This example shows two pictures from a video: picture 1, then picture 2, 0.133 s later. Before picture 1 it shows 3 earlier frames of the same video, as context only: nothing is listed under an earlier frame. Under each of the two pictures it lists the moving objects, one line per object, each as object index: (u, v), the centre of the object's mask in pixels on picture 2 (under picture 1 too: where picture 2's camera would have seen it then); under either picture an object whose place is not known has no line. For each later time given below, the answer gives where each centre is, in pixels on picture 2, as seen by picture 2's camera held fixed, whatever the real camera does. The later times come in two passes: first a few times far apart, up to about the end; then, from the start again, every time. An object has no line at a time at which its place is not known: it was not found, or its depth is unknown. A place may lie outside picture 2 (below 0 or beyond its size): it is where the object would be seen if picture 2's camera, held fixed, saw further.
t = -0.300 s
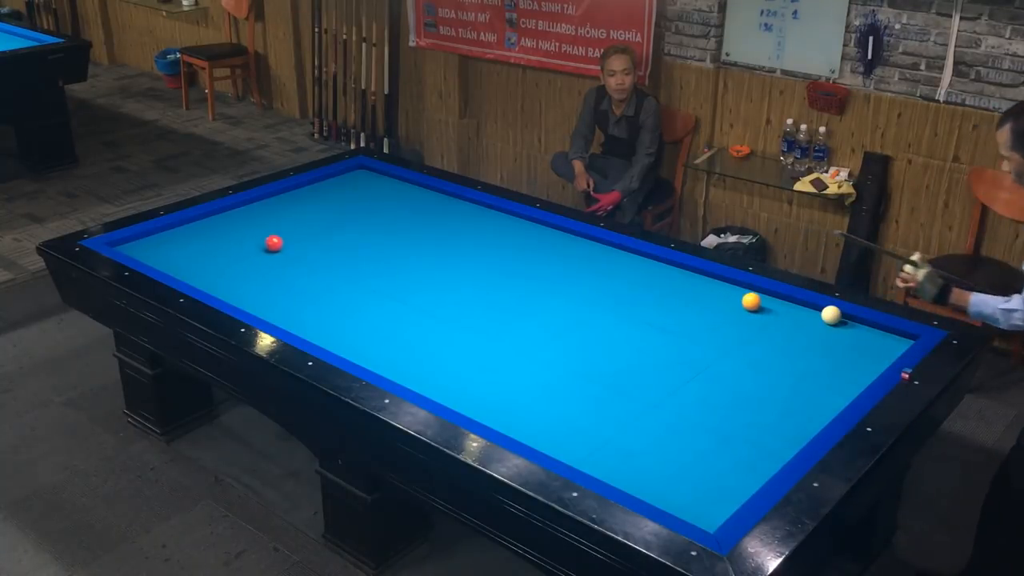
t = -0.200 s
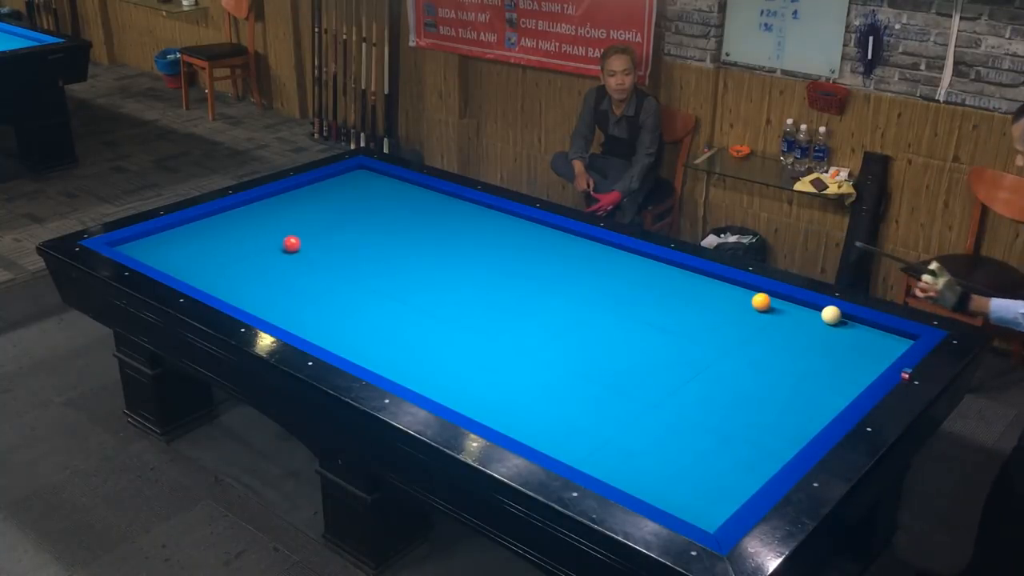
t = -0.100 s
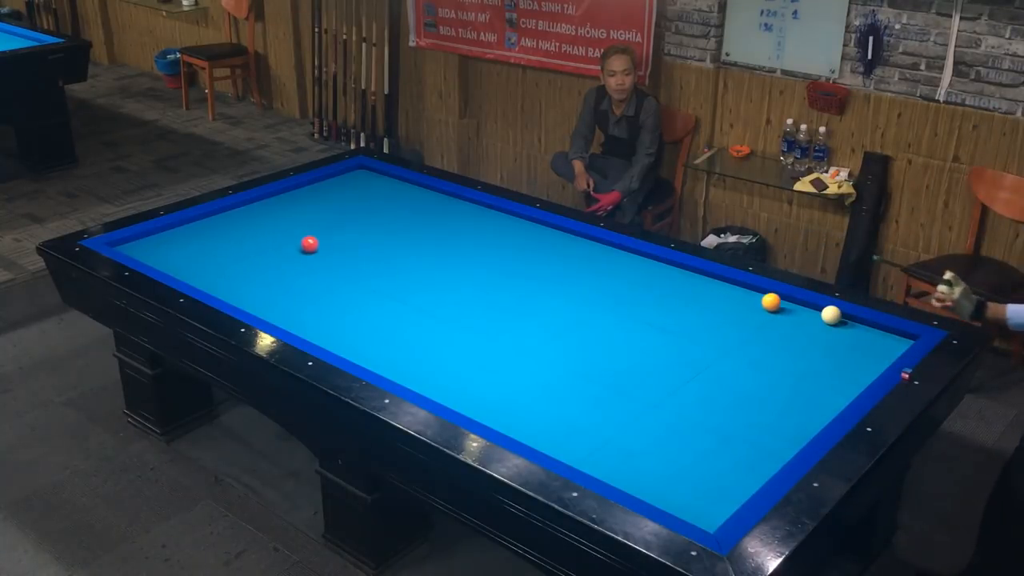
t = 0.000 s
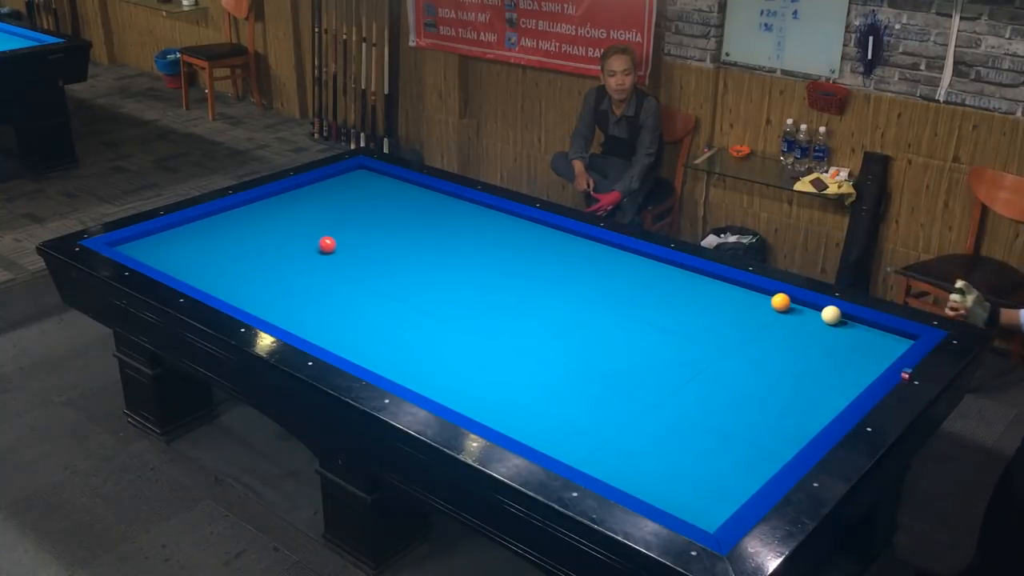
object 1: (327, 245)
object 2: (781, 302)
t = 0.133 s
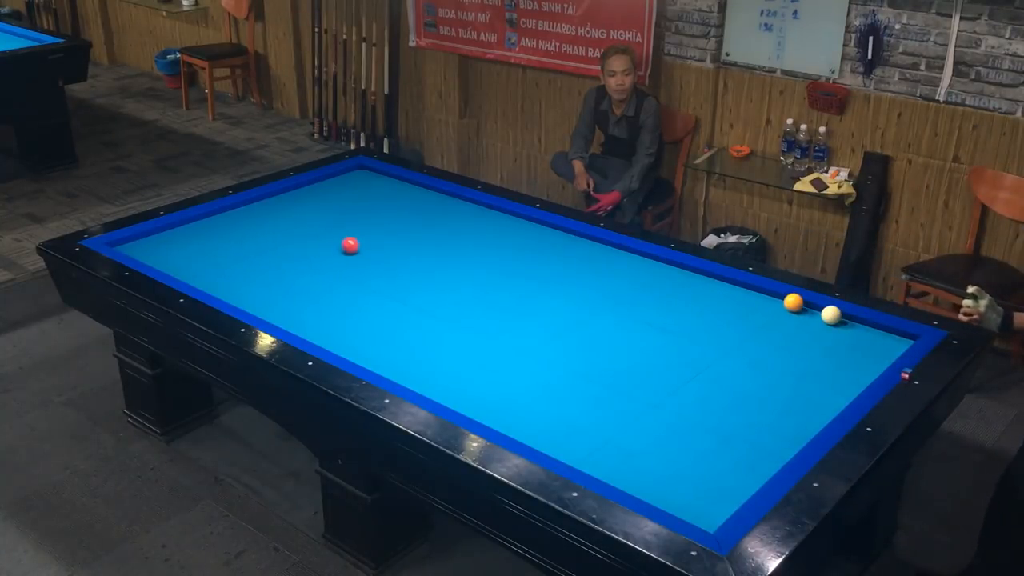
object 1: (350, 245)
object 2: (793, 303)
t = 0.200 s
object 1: (361, 246)
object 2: (796, 304)
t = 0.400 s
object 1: (396, 247)
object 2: (803, 309)
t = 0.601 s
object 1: (430, 248)
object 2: (810, 314)
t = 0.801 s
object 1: (463, 249)
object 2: (815, 318)
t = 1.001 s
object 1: (496, 249)
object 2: (819, 323)
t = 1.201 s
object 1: (529, 250)
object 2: (823, 327)
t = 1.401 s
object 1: (562, 251)
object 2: (827, 330)
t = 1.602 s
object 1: (594, 251)
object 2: (830, 334)
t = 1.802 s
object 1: (625, 252)
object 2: (833, 337)
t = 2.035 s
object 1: (642, 260)
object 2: (836, 340)
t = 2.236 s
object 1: (653, 269)
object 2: (838, 343)
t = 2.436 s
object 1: (664, 278)
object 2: (840, 345)
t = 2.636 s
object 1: (675, 286)
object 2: (842, 346)
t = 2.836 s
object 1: (686, 295)
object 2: (843, 347)
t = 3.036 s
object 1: (697, 304)
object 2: (844, 348)
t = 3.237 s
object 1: (708, 312)
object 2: (845, 349)
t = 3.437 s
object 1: (720, 321)
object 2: (845, 349)
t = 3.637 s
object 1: (731, 330)
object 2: (845, 349)
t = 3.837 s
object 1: (742, 339)
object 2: (845, 349)
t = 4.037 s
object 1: (753, 347)
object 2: (845, 349)
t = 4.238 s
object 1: (763, 356)
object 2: (845, 349)
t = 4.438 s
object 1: (774, 364)
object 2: (845, 349)
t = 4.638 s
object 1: (785, 373)
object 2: (845, 349)
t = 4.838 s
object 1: (796, 381)
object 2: (845, 349)
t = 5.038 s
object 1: (807, 388)
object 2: (845, 349)
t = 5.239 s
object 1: (818, 396)
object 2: (845, 349)
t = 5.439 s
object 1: (828, 404)
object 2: (845, 349)
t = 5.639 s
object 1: (829, 407)
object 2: (845, 349)
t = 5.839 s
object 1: (821, 406)
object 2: (845, 349)
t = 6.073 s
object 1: (812, 405)
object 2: (845, 348)
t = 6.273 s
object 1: (805, 404)
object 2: (845, 348)
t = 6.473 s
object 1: (798, 403)
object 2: (845, 348)
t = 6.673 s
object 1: (793, 403)
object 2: (845, 349)
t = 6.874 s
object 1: (788, 402)
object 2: (845, 349)
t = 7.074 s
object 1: (785, 402)
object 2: (845, 349)
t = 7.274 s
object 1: (782, 401)
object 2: (845, 349)
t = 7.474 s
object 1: (779, 401)
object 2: (845, 349)
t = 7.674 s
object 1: (778, 401)
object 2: (845, 349)
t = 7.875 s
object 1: (778, 401)
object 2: (845, 349)
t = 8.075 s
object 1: (778, 401)
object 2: (845, 349)
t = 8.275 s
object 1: (778, 401)
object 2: (845, 349)
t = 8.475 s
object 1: (778, 401)
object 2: (845, 349)
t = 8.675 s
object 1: (778, 401)
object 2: (845, 348)
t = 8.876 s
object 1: (778, 401)
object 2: (845, 349)
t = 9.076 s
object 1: (778, 401)
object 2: (845, 349)
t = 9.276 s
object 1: (778, 401)
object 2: (845, 349)
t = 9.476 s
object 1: (778, 401)
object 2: (845, 349)
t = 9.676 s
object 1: (778, 401)
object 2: (845, 349)
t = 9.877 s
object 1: (778, 401)
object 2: (845, 349)
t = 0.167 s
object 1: (356, 246)
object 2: (795, 303)
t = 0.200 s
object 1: (361, 246)
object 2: (796, 304)
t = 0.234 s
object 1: (367, 246)
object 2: (797, 305)
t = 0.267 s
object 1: (374, 246)
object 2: (798, 306)
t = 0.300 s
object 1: (379, 246)
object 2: (800, 306)
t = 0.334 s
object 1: (384, 247)
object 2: (801, 307)
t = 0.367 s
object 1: (390, 247)
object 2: (802, 308)
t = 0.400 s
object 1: (396, 247)
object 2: (803, 309)
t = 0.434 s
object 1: (401, 247)
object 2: (804, 310)
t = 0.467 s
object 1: (407, 247)
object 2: (805, 311)
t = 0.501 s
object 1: (413, 247)
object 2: (806, 311)
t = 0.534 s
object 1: (418, 248)
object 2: (807, 312)
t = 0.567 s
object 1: (424, 248)
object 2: (809, 313)
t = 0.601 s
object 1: (430, 248)
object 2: (810, 314)
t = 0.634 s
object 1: (435, 248)
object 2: (810, 314)
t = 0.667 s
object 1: (441, 248)
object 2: (812, 315)
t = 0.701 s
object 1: (447, 248)
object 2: (812, 316)
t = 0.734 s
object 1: (452, 248)
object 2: (813, 317)
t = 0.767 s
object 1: (458, 248)
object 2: (814, 318)
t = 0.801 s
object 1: (463, 249)
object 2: (815, 318)
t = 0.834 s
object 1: (469, 249)
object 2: (815, 319)
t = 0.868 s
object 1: (475, 249)
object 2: (816, 320)
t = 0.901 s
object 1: (480, 249)
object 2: (817, 321)
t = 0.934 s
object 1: (485, 249)
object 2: (818, 321)
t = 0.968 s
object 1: (491, 249)
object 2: (818, 322)
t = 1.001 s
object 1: (496, 249)
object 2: (819, 323)
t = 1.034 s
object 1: (502, 249)
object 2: (820, 323)
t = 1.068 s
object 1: (508, 249)
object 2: (820, 324)
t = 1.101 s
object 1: (513, 249)
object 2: (821, 325)
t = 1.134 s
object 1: (518, 250)
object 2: (821, 325)
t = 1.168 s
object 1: (524, 249)
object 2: (822, 326)
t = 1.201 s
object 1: (529, 250)
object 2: (823, 327)
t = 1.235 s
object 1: (535, 250)
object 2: (823, 327)
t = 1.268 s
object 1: (540, 250)
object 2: (824, 328)
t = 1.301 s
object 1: (546, 250)
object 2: (825, 329)
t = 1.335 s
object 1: (551, 250)
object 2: (826, 329)
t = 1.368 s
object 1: (556, 250)
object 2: (826, 330)
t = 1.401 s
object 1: (562, 251)
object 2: (827, 330)
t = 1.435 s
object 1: (567, 251)
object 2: (827, 331)
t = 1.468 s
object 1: (572, 251)
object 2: (828, 331)
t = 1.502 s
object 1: (578, 251)
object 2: (829, 332)
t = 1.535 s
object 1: (583, 251)
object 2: (829, 332)
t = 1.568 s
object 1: (588, 251)
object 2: (829, 333)
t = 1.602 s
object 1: (594, 251)
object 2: (830, 334)
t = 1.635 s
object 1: (599, 251)
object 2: (831, 334)
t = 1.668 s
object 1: (604, 252)
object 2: (831, 335)
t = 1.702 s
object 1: (609, 252)
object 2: (832, 335)
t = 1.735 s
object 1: (614, 252)
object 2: (832, 336)
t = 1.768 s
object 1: (619, 252)
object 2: (833, 336)
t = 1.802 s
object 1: (625, 252)
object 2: (833, 337)
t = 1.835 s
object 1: (630, 252)
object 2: (834, 337)
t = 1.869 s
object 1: (633, 253)
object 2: (834, 338)
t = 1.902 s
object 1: (635, 255)
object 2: (834, 338)
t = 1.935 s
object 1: (636, 256)
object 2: (835, 338)
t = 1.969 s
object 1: (638, 257)
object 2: (835, 339)
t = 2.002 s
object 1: (640, 259)
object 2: (835, 339)
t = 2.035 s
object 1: (642, 260)
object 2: (836, 340)
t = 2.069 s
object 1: (644, 262)
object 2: (836, 340)
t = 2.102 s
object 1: (646, 263)
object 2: (837, 341)
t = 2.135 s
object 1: (647, 265)
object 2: (837, 341)
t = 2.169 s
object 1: (649, 266)
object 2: (838, 342)
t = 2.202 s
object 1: (651, 267)
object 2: (838, 342)
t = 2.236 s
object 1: (653, 269)
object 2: (838, 343)
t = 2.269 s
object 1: (655, 270)
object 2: (839, 343)
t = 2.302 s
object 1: (656, 272)
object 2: (839, 343)
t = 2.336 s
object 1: (658, 273)
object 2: (839, 344)
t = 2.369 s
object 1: (660, 275)
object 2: (839, 344)
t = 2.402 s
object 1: (662, 276)
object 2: (840, 344)
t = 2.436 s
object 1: (664, 278)
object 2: (840, 345)
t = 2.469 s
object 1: (666, 279)
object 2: (841, 345)
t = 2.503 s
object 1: (668, 280)
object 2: (841, 345)
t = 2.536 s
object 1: (669, 282)
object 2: (841, 345)
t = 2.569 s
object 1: (671, 283)
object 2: (841, 346)
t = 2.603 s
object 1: (673, 285)
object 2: (842, 346)
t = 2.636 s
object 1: (675, 286)
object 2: (842, 346)
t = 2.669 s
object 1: (677, 288)
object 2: (842, 346)
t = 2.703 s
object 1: (679, 289)
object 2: (842, 347)
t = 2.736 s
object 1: (681, 291)
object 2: (842, 347)
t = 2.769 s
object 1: (683, 292)
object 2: (843, 347)
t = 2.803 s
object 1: (685, 293)
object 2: (843, 347)
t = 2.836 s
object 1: (686, 295)
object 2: (843, 347)
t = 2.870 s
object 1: (688, 296)
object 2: (843, 348)
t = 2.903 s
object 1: (690, 298)
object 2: (844, 348)
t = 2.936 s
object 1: (692, 299)
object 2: (844, 348)
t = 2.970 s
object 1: (694, 301)
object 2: (844, 348)
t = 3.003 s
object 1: (696, 302)
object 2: (844, 348)
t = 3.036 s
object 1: (697, 304)
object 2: (844, 348)
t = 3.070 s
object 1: (699, 305)
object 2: (844, 348)
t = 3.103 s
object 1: (701, 307)
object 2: (844, 348)
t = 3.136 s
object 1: (703, 308)
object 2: (845, 349)
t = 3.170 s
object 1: (705, 309)
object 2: (845, 349)
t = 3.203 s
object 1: (707, 311)
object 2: (845, 349)
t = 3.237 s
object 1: (708, 312)
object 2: (845, 349)
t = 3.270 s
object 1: (710, 314)
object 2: (845, 349)
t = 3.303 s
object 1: (712, 315)
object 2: (845, 349)
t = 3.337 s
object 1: (714, 317)
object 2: (845, 349)
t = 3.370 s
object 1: (716, 318)
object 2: (845, 349)
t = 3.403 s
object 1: (718, 320)
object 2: (845, 349)
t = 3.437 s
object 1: (720, 321)
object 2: (845, 349)
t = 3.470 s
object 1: (721, 323)
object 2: (845, 349)
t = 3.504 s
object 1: (723, 324)
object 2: (845, 349)
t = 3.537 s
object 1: (725, 325)
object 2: (845, 349)
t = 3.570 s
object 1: (727, 327)
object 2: (845, 349)
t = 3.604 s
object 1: (729, 329)
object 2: (845, 349)
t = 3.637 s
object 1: (731, 330)
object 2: (845, 349)
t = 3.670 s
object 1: (732, 332)
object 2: (845, 349)
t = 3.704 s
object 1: (734, 333)
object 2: (845, 348)
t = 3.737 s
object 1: (736, 334)
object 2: (845, 349)
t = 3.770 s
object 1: (738, 336)
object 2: (845, 348)
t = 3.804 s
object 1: (740, 337)
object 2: (845, 348)
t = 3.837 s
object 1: (742, 339)
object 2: (845, 349)
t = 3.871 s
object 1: (743, 340)
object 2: (845, 349)
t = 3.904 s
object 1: (745, 342)
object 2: (845, 349)
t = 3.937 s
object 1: (747, 343)
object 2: (845, 348)
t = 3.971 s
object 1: (749, 344)
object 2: (845, 348)
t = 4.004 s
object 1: (751, 346)
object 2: (845, 349)
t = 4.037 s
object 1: (753, 347)
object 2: (845, 349)
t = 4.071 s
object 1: (755, 349)
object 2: (845, 349)
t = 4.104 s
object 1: (756, 350)
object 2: (845, 349)
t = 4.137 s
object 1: (758, 351)
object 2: (845, 349)
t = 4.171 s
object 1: (760, 353)
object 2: (845, 349)
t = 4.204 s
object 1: (762, 354)
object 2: (845, 349)
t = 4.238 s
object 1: (763, 356)
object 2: (845, 349)
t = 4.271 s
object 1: (766, 357)
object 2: (845, 349)
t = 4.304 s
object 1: (767, 359)
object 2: (845, 349)
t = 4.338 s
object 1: (769, 360)
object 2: (845, 349)
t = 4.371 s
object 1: (771, 361)
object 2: (845, 349)
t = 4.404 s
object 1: (773, 363)
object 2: (845, 349)
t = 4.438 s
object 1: (774, 364)
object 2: (845, 349)
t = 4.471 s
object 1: (776, 366)
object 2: (845, 349)
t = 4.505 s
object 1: (778, 367)
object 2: (845, 349)
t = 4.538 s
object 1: (780, 369)
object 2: (845, 349)
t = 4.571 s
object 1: (782, 370)
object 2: (845, 349)
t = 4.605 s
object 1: (784, 371)
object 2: (845, 349)
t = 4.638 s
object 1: (785, 373)
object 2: (845, 349)
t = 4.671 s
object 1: (787, 374)
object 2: (845, 349)
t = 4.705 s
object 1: (789, 375)
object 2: (845, 349)
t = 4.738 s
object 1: (791, 377)
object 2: (845, 349)
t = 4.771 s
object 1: (793, 378)
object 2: (845, 349)
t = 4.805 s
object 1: (794, 380)
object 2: (845, 349)
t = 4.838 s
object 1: (796, 381)
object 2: (845, 349)
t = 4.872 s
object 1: (798, 382)
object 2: (845, 349)
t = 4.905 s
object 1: (800, 383)
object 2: (845, 349)
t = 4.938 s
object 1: (802, 385)
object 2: (845, 349)
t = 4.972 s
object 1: (803, 386)
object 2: (845, 349)
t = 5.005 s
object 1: (805, 387)
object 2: (845, 349)
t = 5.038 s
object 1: (807, 388)
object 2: (845, 349)
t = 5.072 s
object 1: (809, 390)
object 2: (845, 349)
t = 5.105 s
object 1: (811, 391)
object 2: (845, 349)
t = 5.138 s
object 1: (812, 392)
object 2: (845, 349)
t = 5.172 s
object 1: (814, 394)
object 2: (845, 349)
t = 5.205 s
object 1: (816, 395)
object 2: (845, 349)
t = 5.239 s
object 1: (818, 396)
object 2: (845, 349)
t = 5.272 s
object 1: (819, 397)
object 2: (845, 349)
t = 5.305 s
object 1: (821, 399)
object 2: (845, 349)
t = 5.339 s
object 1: (823, 400)
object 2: (845, 349)
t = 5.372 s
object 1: (825, 401)
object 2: (845, 349)
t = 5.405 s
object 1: (826, 403)
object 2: (845, 349)
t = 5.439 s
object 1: (828, 404)
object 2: (845, 349)
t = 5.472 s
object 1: (830, 405)
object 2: (845, 349)
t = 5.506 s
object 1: (831, 405)
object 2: (845, 349)
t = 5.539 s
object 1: (832, 406)
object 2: (845, 349)
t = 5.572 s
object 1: (832, 406)
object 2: (845, 349)
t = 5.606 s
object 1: (830, 406)
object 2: (845, 349)
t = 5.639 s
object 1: (829, 407)
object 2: (845, 349)
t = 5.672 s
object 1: (828, 407)
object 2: (845, 349)
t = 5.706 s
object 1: (826, 407)
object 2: (845, 349)
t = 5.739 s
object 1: (825, 407)
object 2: (845, 349)
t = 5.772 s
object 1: (824, 407)
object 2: (845, 349)
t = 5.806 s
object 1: (822, 406)
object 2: (845, 349)
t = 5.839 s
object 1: (821, 406)
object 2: (845, 349)
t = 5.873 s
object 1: (819, 405)
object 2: (845, 349)
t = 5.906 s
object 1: (818, 406)
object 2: (845, 349)
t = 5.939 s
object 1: (817, 405)
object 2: (845, 349)
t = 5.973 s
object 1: (816, 405)
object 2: (845, 349)
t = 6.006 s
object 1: (814, 405)
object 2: (845, 349)
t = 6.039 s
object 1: (813, 405)
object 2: (845, 348)
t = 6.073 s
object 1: (812, 405)
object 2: (845, 348)
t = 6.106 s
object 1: (810, 405)
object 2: (845, 348)
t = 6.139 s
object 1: (809, 405)
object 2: (845, 348)
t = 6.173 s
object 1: (808, 404)
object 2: (845, 348)
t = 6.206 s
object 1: (807, 404)
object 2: (845, 348)
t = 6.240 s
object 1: (806, 404)
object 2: (845, 348)
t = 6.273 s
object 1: (805, 404)
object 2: (845, 348)
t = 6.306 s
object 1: (804, 404)
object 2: (845, 349)
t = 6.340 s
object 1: (803, 404)
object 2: (845, 349)
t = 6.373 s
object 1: (801, 404)
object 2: (845, 348)
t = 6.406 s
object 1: (800, 404)
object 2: (845, 349)
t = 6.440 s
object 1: (799, 404)
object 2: (845, 348)
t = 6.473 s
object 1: (798, 403)
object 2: (845, 348)
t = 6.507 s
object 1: (798, 403)
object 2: (845, 349)
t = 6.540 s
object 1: (797, 403)
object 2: (845, 349)
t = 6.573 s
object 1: (796, 403)
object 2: (845, 349)
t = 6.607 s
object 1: (795, 403)
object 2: (845, 348)
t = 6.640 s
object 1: (794, 403)
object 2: (845, 349)
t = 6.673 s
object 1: (793, 403)
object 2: (845, 349)
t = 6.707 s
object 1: (792, 403)
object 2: (845, 349)
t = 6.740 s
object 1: (792, 403)
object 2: (845, 349)
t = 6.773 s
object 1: (791, 403)
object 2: (845, 349)
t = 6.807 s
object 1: (790, 402)
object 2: (845, 349)
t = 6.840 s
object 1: (789, 402)
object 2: (845, 349)
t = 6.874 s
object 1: (788, 402)
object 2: (845, 349)
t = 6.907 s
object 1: (788, 402)
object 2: (845, 349)
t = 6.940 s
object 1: (787, 402)
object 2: (845, 349)
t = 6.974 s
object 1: (787, 402)
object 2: (845, 349)
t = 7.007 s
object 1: (786, 402)
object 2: (845, 349)
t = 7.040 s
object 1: (785, 402)
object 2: (845, 349)
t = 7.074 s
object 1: (785, 402)
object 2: (845, 349)
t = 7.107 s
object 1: (784, 402)
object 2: (845, 349)
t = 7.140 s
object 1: (784, 402)
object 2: (845, 349)
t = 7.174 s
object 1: (783, 402)
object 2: (845, 349)
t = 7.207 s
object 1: (783, 402)
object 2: (845, 349)
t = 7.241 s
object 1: (782, 402)
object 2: (845, 349)
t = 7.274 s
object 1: (782, 401)
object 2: (845, 349)
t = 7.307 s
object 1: (781, 401)
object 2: (845, 349)
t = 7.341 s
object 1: (781, 401)
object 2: (845, 349)
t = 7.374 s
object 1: (781, 401)
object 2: (845, 349)
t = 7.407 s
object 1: (780, 401)
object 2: (845, 349)
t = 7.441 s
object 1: (780, 401)
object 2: (845, 348)
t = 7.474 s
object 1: (779, 401)
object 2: (845, 349)
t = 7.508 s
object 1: (779, 401)
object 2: (845, 348)
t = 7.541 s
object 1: (779, 401)
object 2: (845, 349)
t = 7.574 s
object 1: (779, 401)
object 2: (845, 349)
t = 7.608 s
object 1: (779, 401)
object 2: (845, 348)
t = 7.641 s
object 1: (778, 401)
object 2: (845, 349)
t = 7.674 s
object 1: (778, 401)
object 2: (845, 349)
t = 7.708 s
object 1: (778, 401)
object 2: (845, 348)
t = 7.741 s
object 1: (778, 401)
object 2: (845, 349)
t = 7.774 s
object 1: (778, 401)
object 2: (845, 348)
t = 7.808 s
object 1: (778, 401)
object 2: (845, 349)
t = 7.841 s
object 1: (778, 401)
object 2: (845, 349)
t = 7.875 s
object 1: (778, 401)
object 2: (845, 349)
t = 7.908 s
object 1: (778, 401)
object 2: (845, 349)
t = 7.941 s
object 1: (778, 401)
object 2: (845, 349)
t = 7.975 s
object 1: (778, 401)
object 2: (845, 349)
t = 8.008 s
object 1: (778, 401)
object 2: (845, 349)
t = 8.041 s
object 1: (778, 401)
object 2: (845, 349)
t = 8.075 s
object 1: (778, 401)
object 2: (845, 349)
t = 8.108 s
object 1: (778, 401)
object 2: (845, 349)
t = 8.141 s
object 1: (778, 401)
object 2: (845, 348)
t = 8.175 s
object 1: (778, 401)
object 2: (845, 349)
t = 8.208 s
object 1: (778, 401)
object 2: (845, 349)
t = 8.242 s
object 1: (778, 401)
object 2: (845, 349)
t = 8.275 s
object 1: (778, 401)
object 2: (845, 349)
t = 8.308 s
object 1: (778, 401)
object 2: (845, 349)
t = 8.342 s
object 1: (778, 401)
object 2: (845, 349)
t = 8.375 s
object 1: (778, 401)
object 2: (845, 349)
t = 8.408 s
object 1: (778, 401)
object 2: (845, 349)
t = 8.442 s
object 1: (778, 401)
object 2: (845, 349)
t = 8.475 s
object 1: (778, 401)
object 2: (845, 349)
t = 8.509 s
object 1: (778, 401)
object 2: (845, 349)
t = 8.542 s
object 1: (778, 401)
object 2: (845, 349)
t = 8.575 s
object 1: (778, 401)
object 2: (845, 349)
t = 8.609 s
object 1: (778, 401)
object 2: (845, 349)
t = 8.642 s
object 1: (778, 401)
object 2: (845, 349)
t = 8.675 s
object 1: (778, 401)
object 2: (845, 348)
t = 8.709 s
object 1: (778, 401)
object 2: (845, 348)
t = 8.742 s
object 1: (778, 401)
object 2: (845, 348)
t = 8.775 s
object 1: (778, 401)
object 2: (845, 349)
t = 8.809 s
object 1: (778, 401)
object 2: (845, 349)
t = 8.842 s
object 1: (778, 401)
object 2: (845, 349)
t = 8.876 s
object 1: (778, 401)
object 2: (845, 349)
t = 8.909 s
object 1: (778, 401)
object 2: (845, 349)
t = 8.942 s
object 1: (778, 401)
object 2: (845, 349)
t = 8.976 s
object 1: (778, 401)
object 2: (845, 349)
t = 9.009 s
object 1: (778, 401)
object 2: (845, 349)
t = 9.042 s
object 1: (778, 401)
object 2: (845, 349)
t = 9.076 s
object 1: (778, 401)
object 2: (845, 349)
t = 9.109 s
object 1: (778, 401)
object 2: (845, 349)
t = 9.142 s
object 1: (778, 401)
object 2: (845, 349)
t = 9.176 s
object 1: (778, 401)
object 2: (845, 349)
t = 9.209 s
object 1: (778, 401)
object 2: (845, 349)
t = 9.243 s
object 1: (778, 401)
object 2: (845, 349)
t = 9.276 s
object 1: (778, 401)
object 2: (845, 349)
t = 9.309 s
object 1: (778, 401)
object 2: (845, 349)
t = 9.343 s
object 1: (778, 401)
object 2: (845, 349)
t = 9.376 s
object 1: (778, 401)
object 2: (845, 349)
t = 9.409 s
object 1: (778, 401)
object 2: (845, 349)
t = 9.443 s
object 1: (778, 401)
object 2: (845, 349)
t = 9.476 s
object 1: (778, 401)
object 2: (845, 349)
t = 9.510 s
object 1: (778, 401)
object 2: (845, 349)
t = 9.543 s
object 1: (778, 401)
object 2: (845, 349)
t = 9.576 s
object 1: (778, 401)
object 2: (845, 349)
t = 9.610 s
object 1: (778, 401)
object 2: (845, 349)
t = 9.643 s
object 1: (778, 401)
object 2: (845, 349)
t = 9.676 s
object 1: (778, 401)
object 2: (845, 349)
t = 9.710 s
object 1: (778, 401)
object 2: (845, 349)
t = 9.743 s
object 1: (778, 401)
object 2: (845, 349)
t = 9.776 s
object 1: (778, 401)
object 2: (845, 349)
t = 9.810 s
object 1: (778, 401)
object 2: (845, 349)
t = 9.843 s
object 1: (778, 401)
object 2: (845, 349)
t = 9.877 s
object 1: (778, 401)
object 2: (845, 349)
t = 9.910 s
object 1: (778, 401)
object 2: (845, 349)
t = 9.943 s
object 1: (778, 401)
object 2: (845, 349)
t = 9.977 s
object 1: (778, 401)
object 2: (845, 349)
